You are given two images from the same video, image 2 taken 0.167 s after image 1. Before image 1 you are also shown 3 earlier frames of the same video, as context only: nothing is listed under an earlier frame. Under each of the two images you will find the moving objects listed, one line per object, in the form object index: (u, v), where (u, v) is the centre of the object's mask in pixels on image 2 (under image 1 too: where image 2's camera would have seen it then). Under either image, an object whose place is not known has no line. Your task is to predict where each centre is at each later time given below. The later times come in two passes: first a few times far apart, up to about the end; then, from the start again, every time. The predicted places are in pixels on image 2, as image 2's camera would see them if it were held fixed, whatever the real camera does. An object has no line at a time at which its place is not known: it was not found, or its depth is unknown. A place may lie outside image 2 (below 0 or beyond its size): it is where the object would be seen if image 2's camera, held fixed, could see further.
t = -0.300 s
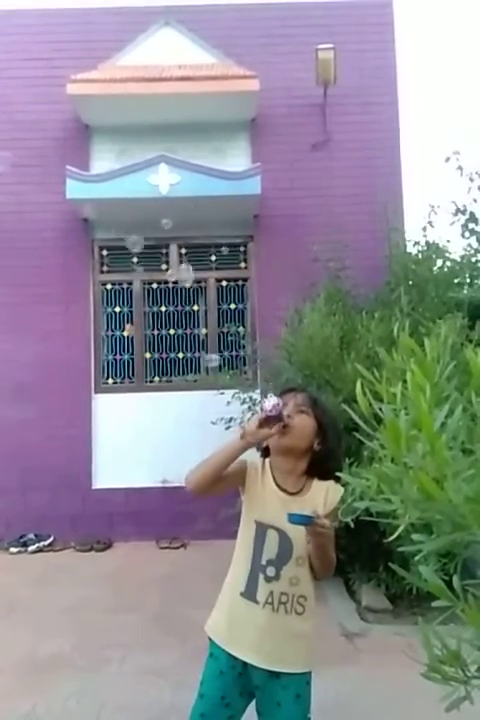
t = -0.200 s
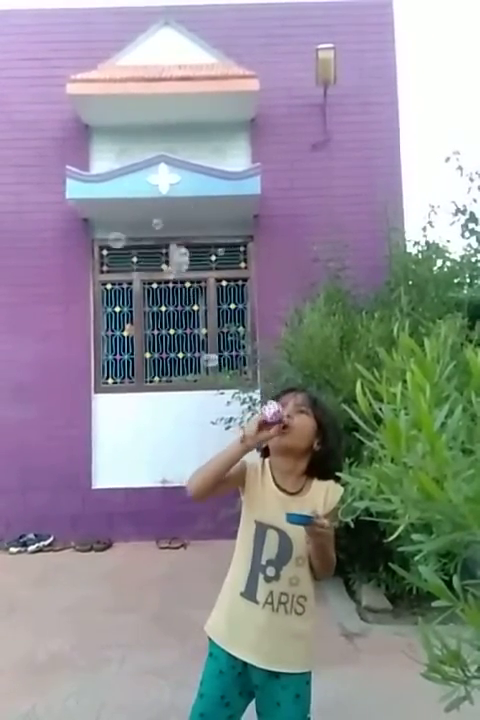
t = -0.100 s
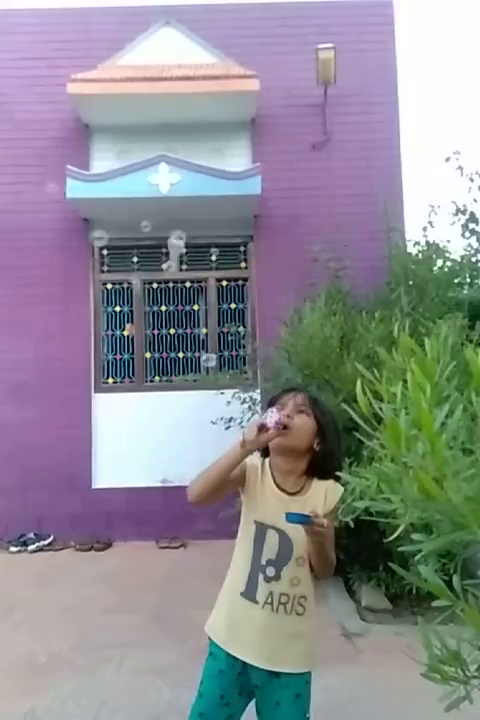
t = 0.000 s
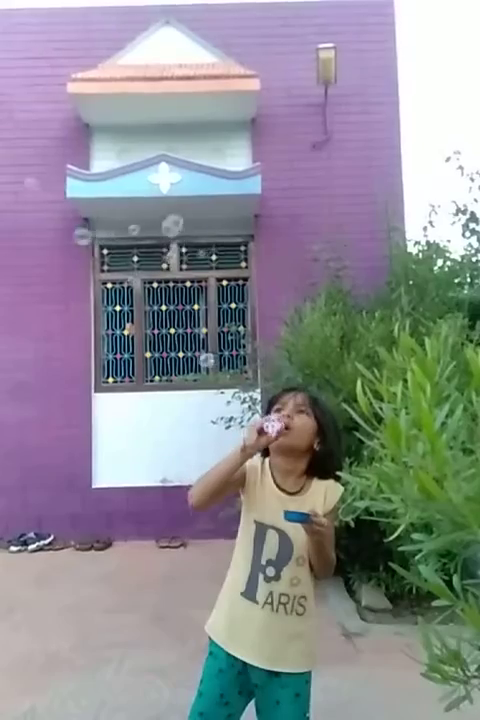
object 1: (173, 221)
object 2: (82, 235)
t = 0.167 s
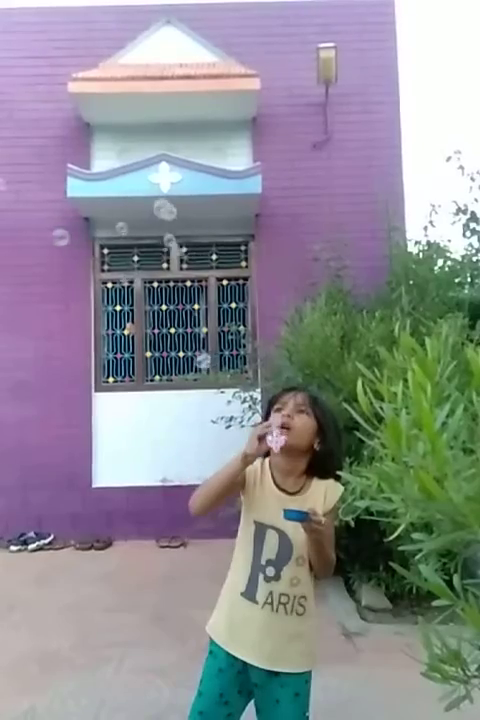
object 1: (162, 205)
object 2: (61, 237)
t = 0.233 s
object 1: (158, 203)
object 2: (54, 238)
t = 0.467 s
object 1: (130, 214)
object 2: (38, 247)
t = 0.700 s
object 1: (93, 210)
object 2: (34, 247)
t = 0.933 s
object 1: (64, 207)
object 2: (28, 236)
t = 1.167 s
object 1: (38, 199)
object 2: (18, 224)
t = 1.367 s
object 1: (14, 194)
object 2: (9, 221)
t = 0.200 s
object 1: (160, 204)
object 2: (57, 237)
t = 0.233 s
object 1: (158, 203)
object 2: (54, 238)
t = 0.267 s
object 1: (156, 205)
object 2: (51, 240)
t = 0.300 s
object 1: (154, 203)
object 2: (48, 241)
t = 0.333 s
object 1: (149, 210)
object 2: (45, 242)
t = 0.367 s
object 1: (147, 208)
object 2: (43, 243)
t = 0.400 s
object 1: (144, 208)
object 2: (41, 245)
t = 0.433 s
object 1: (135, 213)
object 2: (39, 246)
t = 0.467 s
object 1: (130, 214)
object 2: (38, 247)
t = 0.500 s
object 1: (125, 215)
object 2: (37, 248)
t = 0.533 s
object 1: (118, 214)
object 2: (36, 249)
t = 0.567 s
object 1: (112, 211)
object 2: (36, 249)
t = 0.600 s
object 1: (107, 211)
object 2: (35, 248)
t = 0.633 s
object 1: (102, 210)
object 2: (35, 249)
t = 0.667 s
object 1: (98, 210)
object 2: (35, 247)
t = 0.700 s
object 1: (93, 210)
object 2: (34, 247)
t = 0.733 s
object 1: (89, 208)
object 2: (34, 246)
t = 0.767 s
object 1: (84, 210)
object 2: (33, 243)
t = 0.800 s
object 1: (80, 210)
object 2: (32, 242)
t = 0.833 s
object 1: (76, 209)
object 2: (31, 241)
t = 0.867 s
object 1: (72, 208)
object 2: (30, 238)
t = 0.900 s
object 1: (69, 207)
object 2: (29, 237)
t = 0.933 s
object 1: (64, 207)
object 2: (28, 236)
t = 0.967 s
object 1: (60, 207)
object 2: (26, 235)
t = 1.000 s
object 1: (56, 205)
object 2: (25, 233)
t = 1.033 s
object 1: (52, 204)
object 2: (24, 232)
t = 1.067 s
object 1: (49, 203)
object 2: (23, 230)
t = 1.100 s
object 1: (45, 202)
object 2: (21, 229)
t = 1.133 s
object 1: (41, 201)
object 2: (20, 228)
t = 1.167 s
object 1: (38, 199)
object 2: (18, 224)
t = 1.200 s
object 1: (35, 199)
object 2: (17, 225)
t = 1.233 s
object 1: (31, 198)
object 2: (15, 224)
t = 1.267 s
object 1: (27, 196)
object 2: (14, 224)
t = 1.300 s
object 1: (22, 196)
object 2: (12, 223)
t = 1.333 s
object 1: (18, 195)
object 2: (11, 222)
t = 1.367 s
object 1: (14, 194)
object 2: (9, 221)
